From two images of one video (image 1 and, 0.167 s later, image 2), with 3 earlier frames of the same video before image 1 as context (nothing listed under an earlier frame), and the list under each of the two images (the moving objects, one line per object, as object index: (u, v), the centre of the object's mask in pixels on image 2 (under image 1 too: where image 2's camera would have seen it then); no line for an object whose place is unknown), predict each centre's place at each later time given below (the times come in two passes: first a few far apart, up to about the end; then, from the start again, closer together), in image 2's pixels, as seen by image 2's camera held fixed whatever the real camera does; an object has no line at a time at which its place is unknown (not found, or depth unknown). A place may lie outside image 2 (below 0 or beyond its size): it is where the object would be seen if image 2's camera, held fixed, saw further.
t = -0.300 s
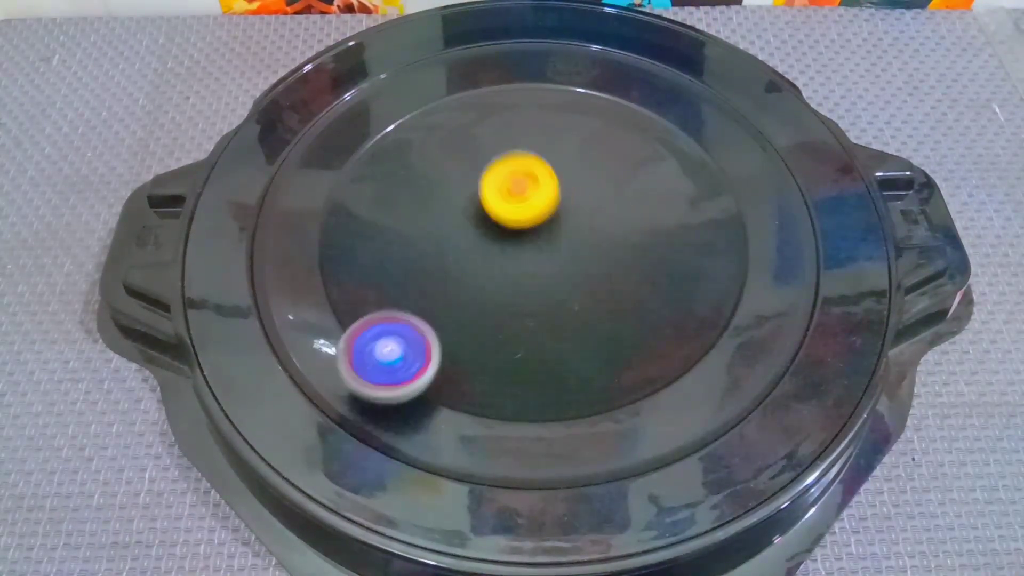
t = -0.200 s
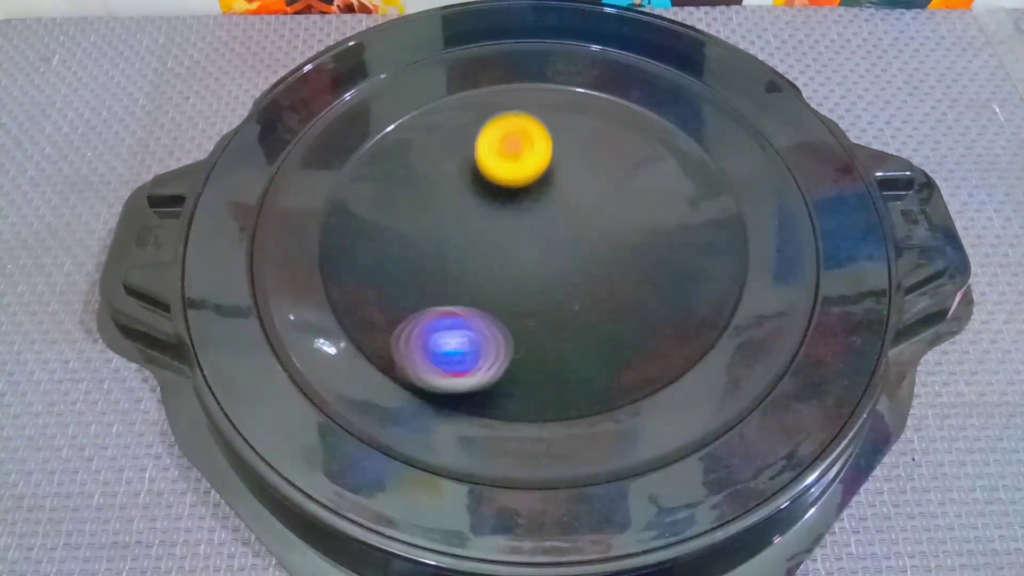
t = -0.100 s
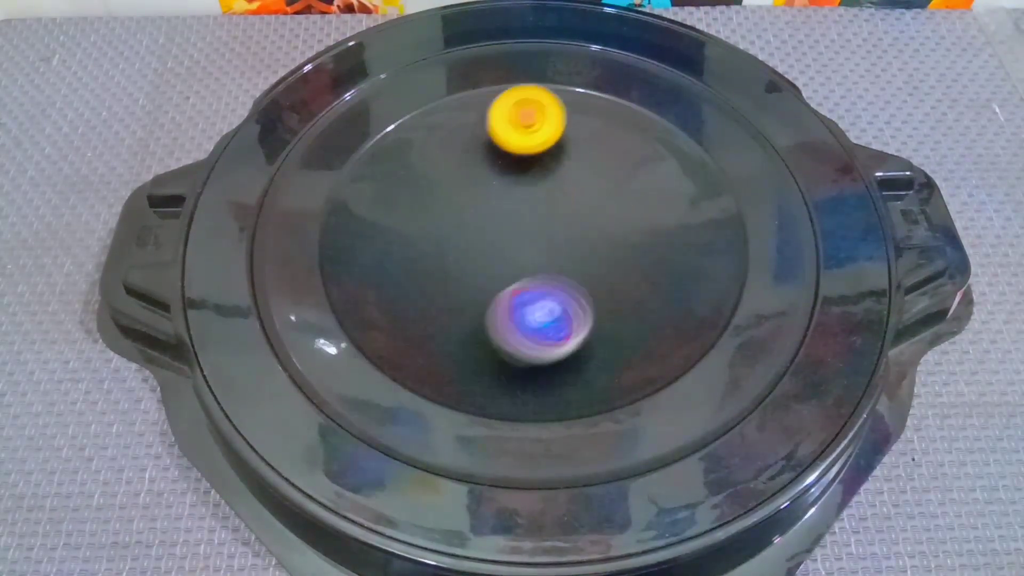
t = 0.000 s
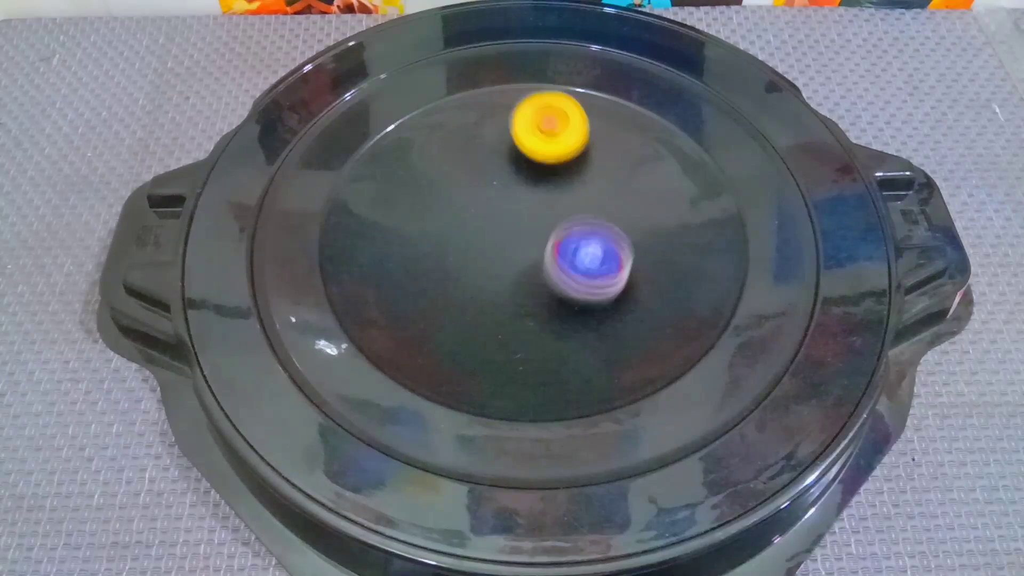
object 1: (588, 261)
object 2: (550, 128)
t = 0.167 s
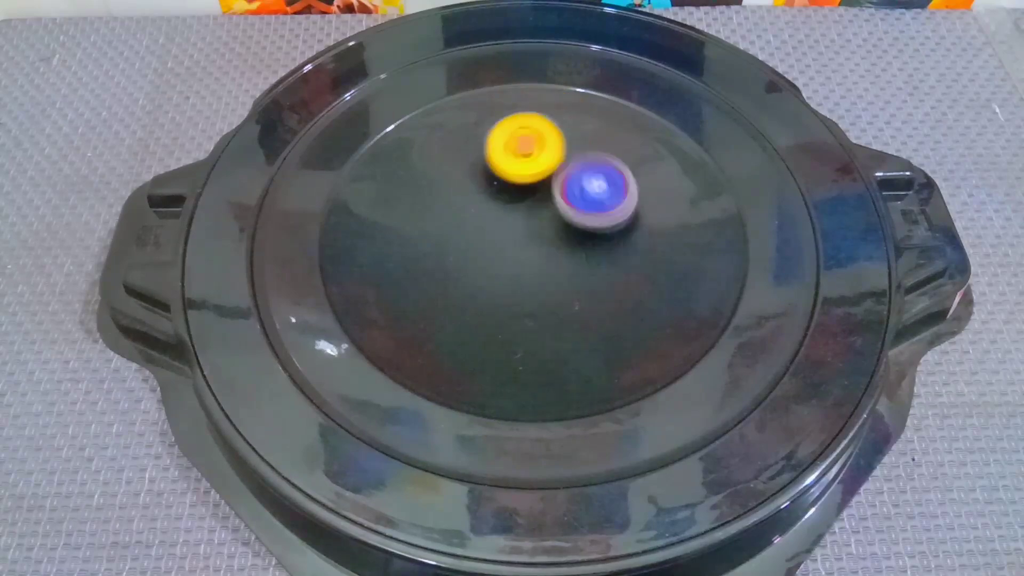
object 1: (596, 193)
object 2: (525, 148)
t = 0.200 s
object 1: (590, 178)
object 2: (513, 148)
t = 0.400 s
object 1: (540, 150)
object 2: (453, 130)
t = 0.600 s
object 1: (538, 254)
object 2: (436, 155)
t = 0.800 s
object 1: (658, 239)
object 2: (435, 212)
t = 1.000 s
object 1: (578, 189)
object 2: (412, 262)
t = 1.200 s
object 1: (496, 262)
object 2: (405, 287)
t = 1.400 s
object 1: (598, 270)
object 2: (419, 292)
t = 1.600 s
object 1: (531, 198)
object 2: (511, 286)
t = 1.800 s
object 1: (446, 255)
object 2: (593, 304)
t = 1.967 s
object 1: (529, 298)
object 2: (626, 313)
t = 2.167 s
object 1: (484, 227)
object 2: (669, 293)
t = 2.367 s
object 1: (421, 251)
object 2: (647, 247)
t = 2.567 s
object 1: (514, 234)
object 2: (625, 187)
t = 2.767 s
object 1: (480, 159)
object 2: (610, 140)
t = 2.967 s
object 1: (470, 210)
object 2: (571, 137)
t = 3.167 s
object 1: (581, 212)
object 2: (504, 157)
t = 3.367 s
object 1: (571, 148)
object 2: (443, 162)
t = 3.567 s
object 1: (525, 226)
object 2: (416, 182)
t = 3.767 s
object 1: (614, 271)
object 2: (436, 233)
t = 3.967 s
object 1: (617, 216)
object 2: (450, 283)
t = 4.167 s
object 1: (504, 243)
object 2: (478, 309)
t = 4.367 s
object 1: (475, 268)
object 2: (502, 337)
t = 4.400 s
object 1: (479, 269)
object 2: (511, 343)
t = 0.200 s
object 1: (590, 178)
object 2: (513, 148)
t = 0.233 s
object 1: (595, 171)
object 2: (498, 145)
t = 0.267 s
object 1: (593, 162)
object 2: (487, 142)
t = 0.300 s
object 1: (585, 152)
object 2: (477, 138)
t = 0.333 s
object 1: (572, 145)
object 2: (468, 135)
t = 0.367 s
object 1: (556, 144)
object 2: (460, 132)
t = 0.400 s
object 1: (540, 150)
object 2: (453, 130)
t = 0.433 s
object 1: (526, 162)
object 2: (447, 130)
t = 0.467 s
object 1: (515, 180)
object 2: (443, 132)
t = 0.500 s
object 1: (509, 200)
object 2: (439, 135)
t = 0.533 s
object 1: (512, 221)
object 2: (438, 140)
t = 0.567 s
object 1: (522, 239)
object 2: (437, 147)
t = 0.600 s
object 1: (538, 254)
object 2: (436, 155)
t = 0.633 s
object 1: (559, 264)
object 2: (436, 164)
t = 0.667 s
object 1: (582, 269)
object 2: (435, 172)
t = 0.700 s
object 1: (605, 268)
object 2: (435, 181)
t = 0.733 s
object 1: (626, 262)
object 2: (435, 191)
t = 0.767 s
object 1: (644, 252)
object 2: (435, 201)
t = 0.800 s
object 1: (658, 239)
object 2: (435, 212)
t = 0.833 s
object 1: (664, 224)
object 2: (434, 222)
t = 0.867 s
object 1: (661, 210)
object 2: (432, 232)
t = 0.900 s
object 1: (647, 198)
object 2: (428, 241)
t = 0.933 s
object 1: (627, 190)
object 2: (423, 249)
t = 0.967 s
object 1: (604, 187)
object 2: (418, 256)
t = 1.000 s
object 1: (578, 189)
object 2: (412, 262)
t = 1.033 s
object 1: (553, 194)
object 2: (407, 267)
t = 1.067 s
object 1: (532, 204)
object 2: (404, 271)
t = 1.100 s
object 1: (513, 218)
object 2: (404, 275)
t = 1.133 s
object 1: (499, 232)
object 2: (406, 279)
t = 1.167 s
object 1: (491, 249)
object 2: (410, 281)
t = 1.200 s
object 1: (496, 262)
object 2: (405, 287)
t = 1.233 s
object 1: (508, 275)
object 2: (399, 291)
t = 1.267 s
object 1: (524, 286)
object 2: (397, 294)
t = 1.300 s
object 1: (544, 292)
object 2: (397, 296)
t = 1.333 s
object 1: (566, 291)
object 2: (401, 296)
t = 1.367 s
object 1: (585, 283)
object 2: (409, 294)
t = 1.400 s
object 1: (598, 270)
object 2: (419, 292)
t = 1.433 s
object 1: (604, 253)
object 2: (432, 291)
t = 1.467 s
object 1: (601, 237)
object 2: (446, 289)
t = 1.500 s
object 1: (591, 221)
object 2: (462, 287)
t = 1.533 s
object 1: (574, 209)
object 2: (478, 286)
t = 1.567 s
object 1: (554, 201)
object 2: (494, 286)
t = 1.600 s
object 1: (531, 198)
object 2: (511, 286)
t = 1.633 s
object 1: (509, 198)
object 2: (526, 287)
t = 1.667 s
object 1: (489, 203)
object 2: (542, 289)
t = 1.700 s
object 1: (471, 212)
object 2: (556, 292)
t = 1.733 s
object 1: (456, 224)
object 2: (569, 295)
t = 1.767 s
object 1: (448, 238)
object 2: (582, 299)
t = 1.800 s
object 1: (446, 255)
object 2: (593, 304)
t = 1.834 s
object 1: (451, 271)
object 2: (603, 308)
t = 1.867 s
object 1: (464, 285)
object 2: (612, 311)
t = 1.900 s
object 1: (482, 295)
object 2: (618, 313)
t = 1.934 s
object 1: (505, 300)
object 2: (623, 314)
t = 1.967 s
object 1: (529, 298)
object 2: (626, 313)
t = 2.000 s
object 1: (534, 290)
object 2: (639, 310)
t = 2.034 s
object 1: (531, 276)
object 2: (653, 308)
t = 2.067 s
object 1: (526, 261)
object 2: (661, 306)
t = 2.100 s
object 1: (516, 248)
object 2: (666, 303)
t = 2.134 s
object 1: (501, 236)
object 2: (668, 299)
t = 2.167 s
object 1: (484, 227)
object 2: (669, 293)
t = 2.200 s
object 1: (466, 223)
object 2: (669, 287)
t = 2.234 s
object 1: (448, 223)
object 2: (667, 280)
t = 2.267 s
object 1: (432, 226)
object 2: (663, 273)
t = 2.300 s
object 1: (420, 233)
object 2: (659, 265)
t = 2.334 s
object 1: (416, 242)
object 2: (653, 256)
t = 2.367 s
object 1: (421, 251)
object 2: (647, 247)
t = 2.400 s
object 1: (431, 258)
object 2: (640, 237)
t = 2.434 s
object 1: (446, 261)
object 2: (635, 227)
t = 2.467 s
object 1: (464, 262)
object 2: (631, 217)
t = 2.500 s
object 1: (484, 258)
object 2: (628, 206)
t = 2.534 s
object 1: (501, 249)
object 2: (626, 196)
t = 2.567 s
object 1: (514, 234)
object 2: (625, 187)
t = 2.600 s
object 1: (520, 218)
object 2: (623, 177)
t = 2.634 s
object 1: (521, 203)
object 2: (621, 168)
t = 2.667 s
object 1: (516, 187)
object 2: (618, 160)
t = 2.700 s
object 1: (507, 174)
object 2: (616, 152)
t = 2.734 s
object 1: (495, 165)
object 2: (613, 146)
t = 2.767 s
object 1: (480, 159)
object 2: (610, 140)
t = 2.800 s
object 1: (466, 159)
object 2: (606, 136)
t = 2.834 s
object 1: (457, 163)
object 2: (601, 133)
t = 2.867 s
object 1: (451, 172)
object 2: (595, 131)
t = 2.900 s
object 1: (452, 183)
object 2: (588, 132)
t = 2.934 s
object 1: (458, 196)
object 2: (580, 134)
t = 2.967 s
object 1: (470, 210)
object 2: (571, 137)
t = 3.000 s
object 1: (485, 221)
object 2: (561, 141)
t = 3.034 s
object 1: (506, 229)
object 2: (550, 144)
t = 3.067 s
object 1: (527, 231)
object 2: (539, 148)
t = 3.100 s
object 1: (547, 228)
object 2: (527, 152)
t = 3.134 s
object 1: (566, 222)
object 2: (515, 155)
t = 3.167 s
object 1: (581, 212)
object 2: (504, 157)
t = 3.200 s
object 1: (593, 200)
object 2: (493, 158)
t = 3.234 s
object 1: (599, 185)
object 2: (482, 158)
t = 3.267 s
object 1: (600, 172)
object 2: (471, 158)
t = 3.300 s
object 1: (596, 158)
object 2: (461, 159)
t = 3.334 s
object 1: (586, 150)
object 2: (452, 160)
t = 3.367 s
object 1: (571, 148)
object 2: (443, 162)
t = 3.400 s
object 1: (555, 152)
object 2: (435, 163)
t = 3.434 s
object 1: (542, 160)
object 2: (429, 165)
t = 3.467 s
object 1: (530, 175)
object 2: (423, 168)
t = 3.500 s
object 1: (523, 191)
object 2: (419, 172)
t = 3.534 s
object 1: (521, 209)
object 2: (417, 177)
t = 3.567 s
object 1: (525, 226)
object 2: (416, 182)
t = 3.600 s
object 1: (533, 241)
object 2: (417, 189)
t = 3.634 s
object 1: (545, 254)
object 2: (420, 196)
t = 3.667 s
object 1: (561, 264)
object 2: (424, 205)
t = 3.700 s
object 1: (577, 270)
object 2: (428, 213)
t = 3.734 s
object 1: (596, 272)
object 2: (432, 223)
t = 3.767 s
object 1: (614, 271)
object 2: (436, 233)
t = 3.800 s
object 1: (630, 265)
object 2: (440, 242)
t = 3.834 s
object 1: (642, 255)
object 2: (442, 252)
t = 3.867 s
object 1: (648, 244)
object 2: (444, 261)
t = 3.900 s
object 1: (645, 232)
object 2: (445, 269)
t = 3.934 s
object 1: (634, 222)
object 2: (447, 276)
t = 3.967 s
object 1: (617, 216)
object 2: (450, 283)
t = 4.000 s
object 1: (596, 213)
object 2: (453, 290)
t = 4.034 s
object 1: (575, 213)
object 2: (456, 295)
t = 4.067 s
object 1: (555, 217)
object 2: (461, 300)
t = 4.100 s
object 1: (535, 224)
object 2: (466, 304)
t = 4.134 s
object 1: (519, 232)
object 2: (472, 307)
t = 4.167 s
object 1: (504, 243)
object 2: (478, 309)
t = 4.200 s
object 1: (495, 244)
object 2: (483, 318)
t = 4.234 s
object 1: (488, 245)
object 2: (487, 325)
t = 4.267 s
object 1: (479, 249)
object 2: (491, 330)
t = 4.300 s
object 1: (474, 258)
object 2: (496, 335)
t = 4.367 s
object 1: (475, 268)
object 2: (502, 337)
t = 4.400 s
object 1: (479, 269)
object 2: (511, 343)
